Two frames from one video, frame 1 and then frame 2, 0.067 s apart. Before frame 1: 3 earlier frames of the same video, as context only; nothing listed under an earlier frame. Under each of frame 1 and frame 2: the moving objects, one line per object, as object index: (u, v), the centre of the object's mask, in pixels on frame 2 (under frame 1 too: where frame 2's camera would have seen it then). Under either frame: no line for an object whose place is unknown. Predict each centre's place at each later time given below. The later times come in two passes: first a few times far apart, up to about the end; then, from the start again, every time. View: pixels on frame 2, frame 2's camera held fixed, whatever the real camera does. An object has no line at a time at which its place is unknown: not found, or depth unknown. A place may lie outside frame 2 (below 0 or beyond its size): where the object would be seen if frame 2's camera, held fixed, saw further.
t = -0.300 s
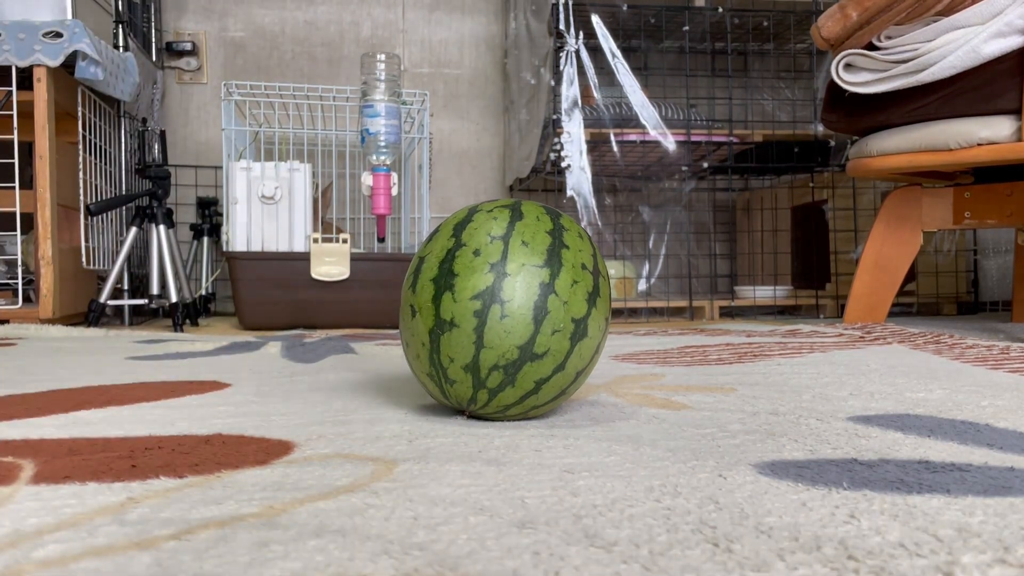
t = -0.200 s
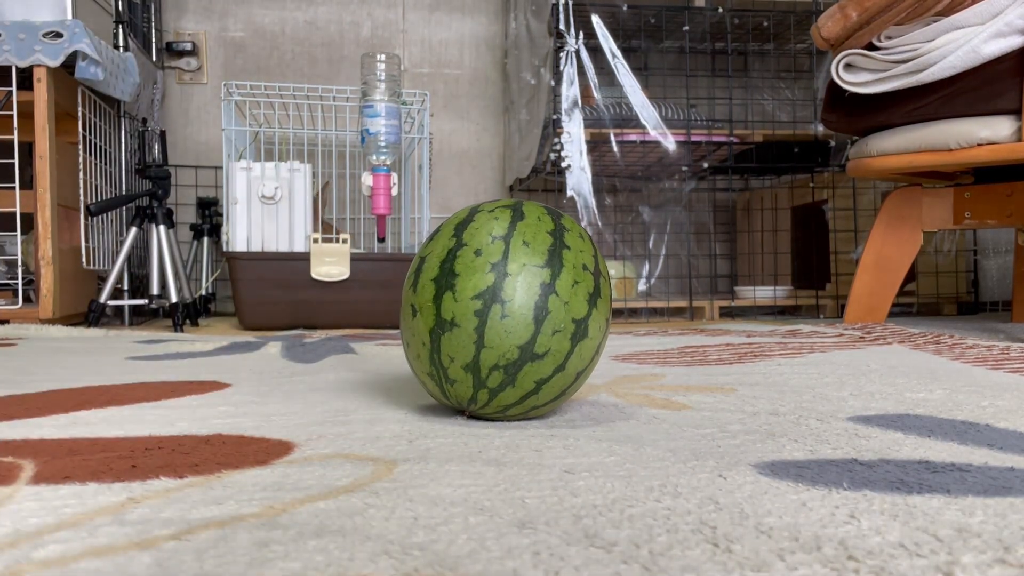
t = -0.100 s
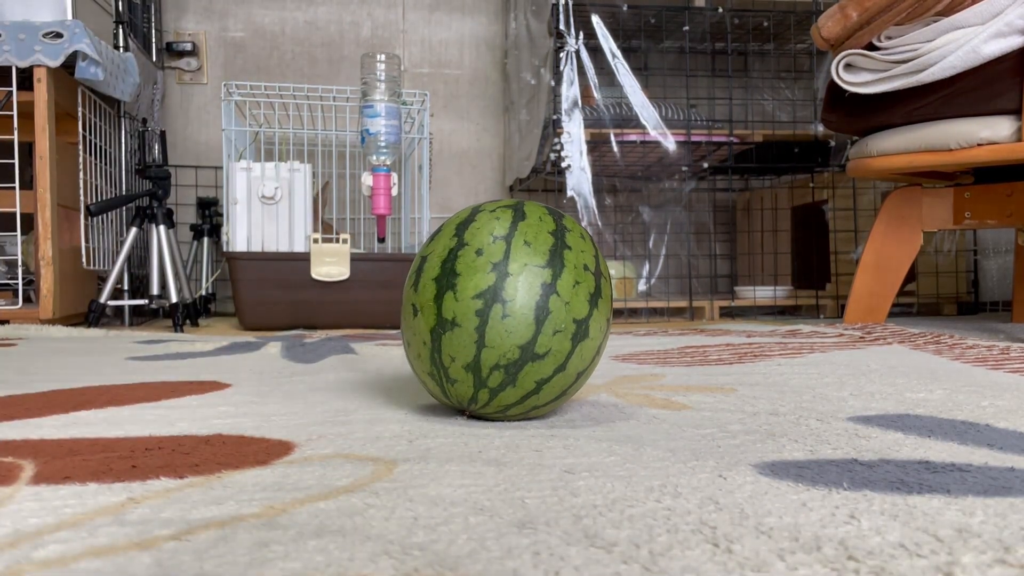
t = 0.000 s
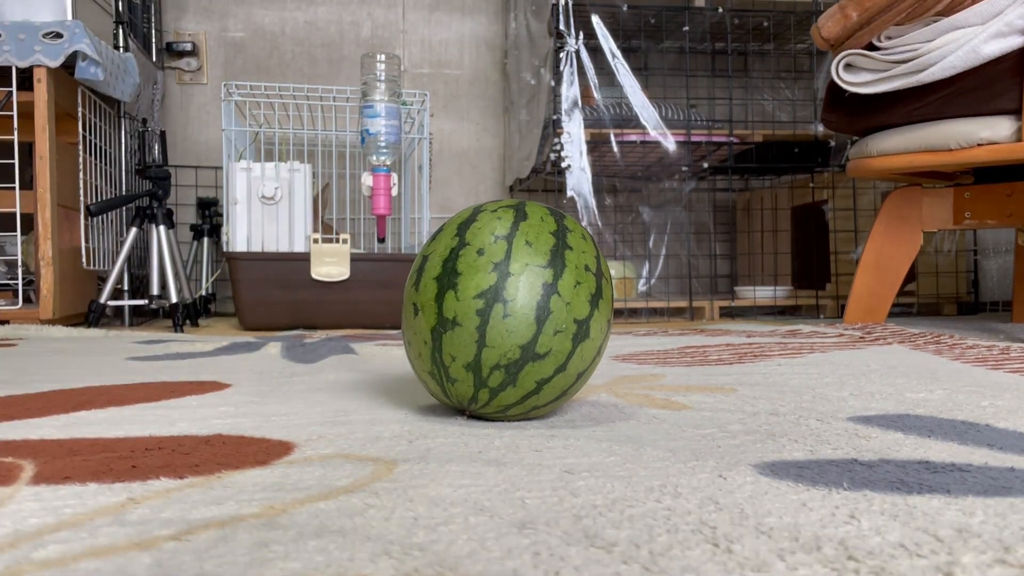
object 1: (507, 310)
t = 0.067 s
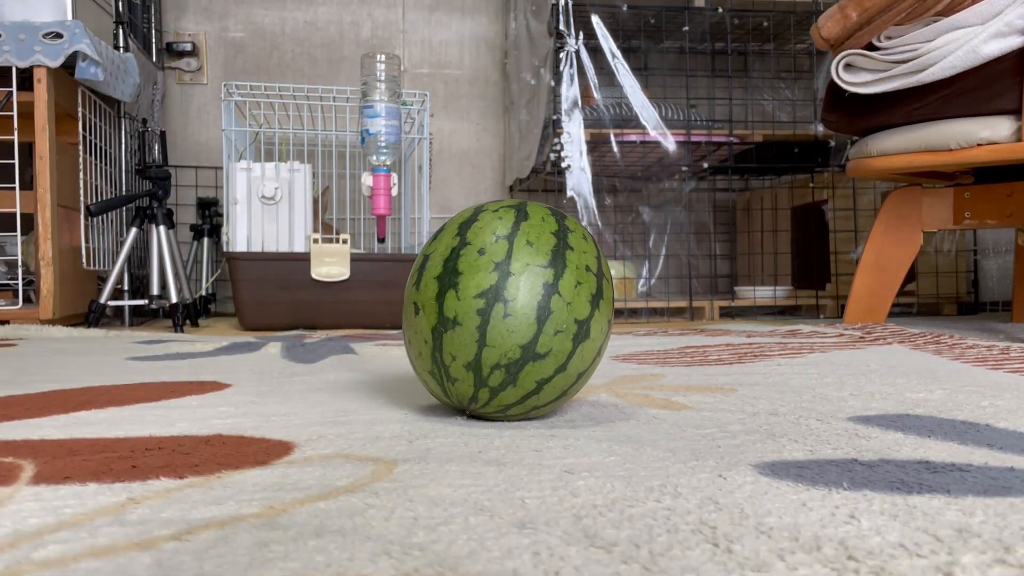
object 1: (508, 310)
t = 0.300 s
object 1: (511, 310)
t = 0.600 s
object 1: (521, 311)
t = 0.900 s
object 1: (550, 312)
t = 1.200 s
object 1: (612, 316)
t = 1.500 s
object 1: (665, 320)
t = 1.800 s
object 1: (701, 322)
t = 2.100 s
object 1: (684, 322)
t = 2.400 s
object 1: (672, 321)
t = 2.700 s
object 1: (681, 322)
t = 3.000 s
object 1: (679, 322)
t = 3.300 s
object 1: (680, 322)
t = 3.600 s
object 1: (680, 322)
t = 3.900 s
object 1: (680, 322)
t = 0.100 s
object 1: (508, 310)
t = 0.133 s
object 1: (509, 310)
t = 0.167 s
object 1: (509, 310)
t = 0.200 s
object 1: (509, 310)
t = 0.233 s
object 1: (510, 310)
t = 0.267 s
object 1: (511, 310)
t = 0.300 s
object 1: (511, 310)
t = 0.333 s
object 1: (512, 310)
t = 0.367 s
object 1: (513, 310)
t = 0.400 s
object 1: (513, 310)
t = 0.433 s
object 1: (514, 310)
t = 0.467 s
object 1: (515, 310)
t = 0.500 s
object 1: (516, 310)
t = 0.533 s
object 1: (518, 310)
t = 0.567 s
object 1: (519, 311)
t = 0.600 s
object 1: (521, 311)
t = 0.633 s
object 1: (523, 311)
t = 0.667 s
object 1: (525, 311)
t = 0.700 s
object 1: (527, 311)
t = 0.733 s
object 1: (530, 311)
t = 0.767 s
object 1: (533, 311)
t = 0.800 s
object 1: (537, 312)
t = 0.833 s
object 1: (540, 312)
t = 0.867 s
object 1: (545, 312)
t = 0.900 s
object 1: (550, 312)
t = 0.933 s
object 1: (555, 313)
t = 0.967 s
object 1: (561, 313)
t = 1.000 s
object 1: (567, 314)
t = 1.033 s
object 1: (574, 314)
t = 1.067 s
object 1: (582, 315)
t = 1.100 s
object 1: (589, 315)
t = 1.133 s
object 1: (597, 315)
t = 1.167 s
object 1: (604, 315)
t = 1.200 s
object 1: (612, 316)
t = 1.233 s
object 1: (619, 316)
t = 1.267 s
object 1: (625, 316)
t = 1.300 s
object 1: (632, 316)
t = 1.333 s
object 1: (638, 317)
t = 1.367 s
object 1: (643, 317)
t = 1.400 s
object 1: (649, 318)
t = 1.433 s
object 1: (654, 319)
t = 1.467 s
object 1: (659, 319)
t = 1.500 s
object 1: (665, 320)
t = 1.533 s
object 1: (670, 320)
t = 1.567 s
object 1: (675, 321)
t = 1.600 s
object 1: (680, 321)
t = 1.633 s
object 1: (685, 322)
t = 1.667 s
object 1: (690, 322)
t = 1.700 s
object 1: (693, 322)
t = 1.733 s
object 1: (697, 322)
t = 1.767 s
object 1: (699, 322)
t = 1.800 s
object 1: (701, 322)
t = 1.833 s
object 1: (701, 322)
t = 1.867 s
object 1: (701, 322)
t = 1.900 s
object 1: (700, 322)
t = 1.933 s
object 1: (698, 323)
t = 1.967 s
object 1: (696, 323)
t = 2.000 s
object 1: (693, 322)
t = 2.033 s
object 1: (690, 322)
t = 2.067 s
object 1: (687, 322)
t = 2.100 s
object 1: (684, 322)
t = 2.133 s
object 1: (681, 322)
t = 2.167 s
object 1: (679, 322)
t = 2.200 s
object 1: (676, 322)
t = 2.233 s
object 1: (675, 322)
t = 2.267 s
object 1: (673, 321)
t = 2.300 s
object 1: (672, 321)
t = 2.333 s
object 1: (672, 321)
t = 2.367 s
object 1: (672, 321)
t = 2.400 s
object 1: (672, 321)
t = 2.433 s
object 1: (673, 322)
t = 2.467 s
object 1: (674, 322)
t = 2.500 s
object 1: (675, 322)
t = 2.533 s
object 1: (676, 322)
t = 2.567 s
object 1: (677, 322)
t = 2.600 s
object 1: (678, 322)
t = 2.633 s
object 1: (679, 322)
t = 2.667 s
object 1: (680, 322)
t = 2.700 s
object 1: (681, 322)
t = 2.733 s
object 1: (681, 322)
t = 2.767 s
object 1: (681, 322)
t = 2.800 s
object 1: (681, 322)
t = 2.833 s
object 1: (681, 322)
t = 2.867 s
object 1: (680, 322)
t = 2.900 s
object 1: (680, 322)
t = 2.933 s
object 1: (680, 322)
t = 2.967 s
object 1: (679, 322)
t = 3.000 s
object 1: (679, 322)
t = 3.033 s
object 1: (679, 322)
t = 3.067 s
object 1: (679, 322)
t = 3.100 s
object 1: (679, 322)
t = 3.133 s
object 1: (679, 322)
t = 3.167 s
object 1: (680, 322)
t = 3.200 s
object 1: (680, 322)
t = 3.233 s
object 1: (680, 322)
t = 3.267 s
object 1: (680, 322)
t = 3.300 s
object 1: (680, 322)
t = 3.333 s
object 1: (680, 322)
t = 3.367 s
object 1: (680, 322)
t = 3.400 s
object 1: (680, 322)
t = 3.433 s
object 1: (680, 322)
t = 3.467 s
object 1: (680, 322)
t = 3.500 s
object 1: (680, 322)
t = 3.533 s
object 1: (680, 322)
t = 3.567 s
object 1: (680, 322)
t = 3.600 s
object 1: (680, 322)
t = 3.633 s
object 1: (680, 322)
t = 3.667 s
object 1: (680, 322)
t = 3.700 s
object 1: (680, 322)
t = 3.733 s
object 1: (680, 322)
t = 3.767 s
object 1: (680, 322)
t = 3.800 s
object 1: (680, 322)
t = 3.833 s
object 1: (680, 322)
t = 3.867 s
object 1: (680, 322)
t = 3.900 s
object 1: (680, 322)
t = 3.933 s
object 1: (680, 322)
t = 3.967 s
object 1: (680, 322)
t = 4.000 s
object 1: (680, 322)
